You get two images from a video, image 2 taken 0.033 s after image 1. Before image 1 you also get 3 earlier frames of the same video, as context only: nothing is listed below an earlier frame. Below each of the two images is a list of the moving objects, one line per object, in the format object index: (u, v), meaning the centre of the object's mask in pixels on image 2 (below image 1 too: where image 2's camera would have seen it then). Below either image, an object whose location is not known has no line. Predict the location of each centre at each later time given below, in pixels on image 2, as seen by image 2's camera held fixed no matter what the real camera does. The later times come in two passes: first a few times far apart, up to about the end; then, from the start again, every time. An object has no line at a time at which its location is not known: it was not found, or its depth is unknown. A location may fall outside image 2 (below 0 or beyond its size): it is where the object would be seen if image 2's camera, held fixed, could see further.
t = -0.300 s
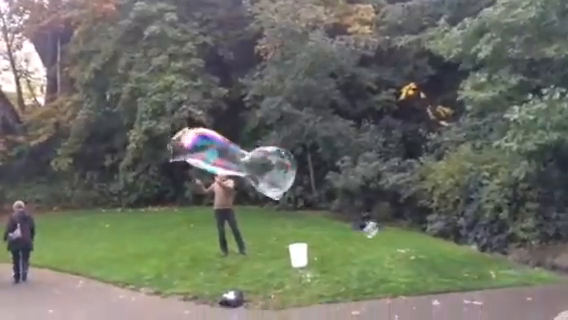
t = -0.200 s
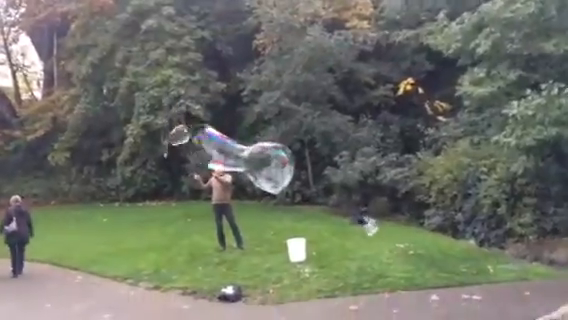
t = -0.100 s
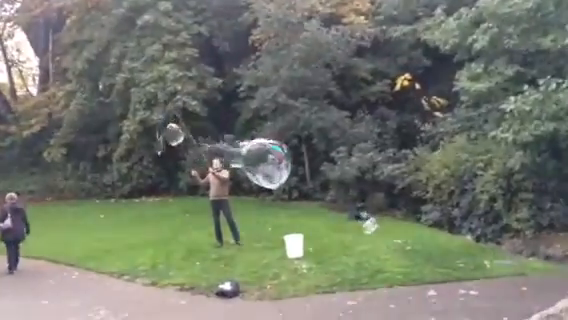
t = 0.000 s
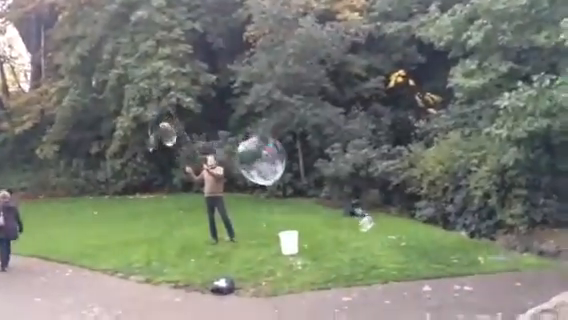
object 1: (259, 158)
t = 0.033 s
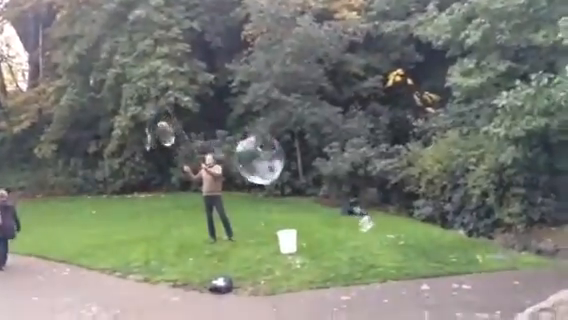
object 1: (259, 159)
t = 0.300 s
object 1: (260, 169)
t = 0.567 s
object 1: (258, 175)
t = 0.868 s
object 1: (259, 179)
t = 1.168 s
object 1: (261, 185)
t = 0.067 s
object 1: (259, 159)
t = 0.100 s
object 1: (260, 160)
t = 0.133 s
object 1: (260, 161)
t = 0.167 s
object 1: (260, 163)
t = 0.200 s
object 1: (260, 163)
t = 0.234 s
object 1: (261, 163)
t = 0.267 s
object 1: (261, 165)
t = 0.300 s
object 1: (260, 169)
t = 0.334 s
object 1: (260, 170)
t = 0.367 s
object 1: (259, 171)
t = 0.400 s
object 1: (259, 172)
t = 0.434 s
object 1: (260, 172)
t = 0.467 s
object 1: (257, 174)
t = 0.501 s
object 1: (257, 174)
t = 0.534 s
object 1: (258, 175)
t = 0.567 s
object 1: (258, 175)
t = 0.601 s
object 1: (258, 176)
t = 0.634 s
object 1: (258, 176)
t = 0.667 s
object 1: (258, 176)
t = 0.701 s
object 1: (258, 177)
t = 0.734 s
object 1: (258, 177)
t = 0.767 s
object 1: (258, 178)
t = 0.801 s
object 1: (258, 178)
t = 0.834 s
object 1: (259, 179)
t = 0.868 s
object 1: (259, 179)
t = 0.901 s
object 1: (259, 180)
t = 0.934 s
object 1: (259, 180)
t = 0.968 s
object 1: (259, 181)
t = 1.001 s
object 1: (260, 181)
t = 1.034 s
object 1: (260, 182)
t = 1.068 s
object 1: (260, 183)
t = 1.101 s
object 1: (260, 183)
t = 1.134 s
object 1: (260, 184)
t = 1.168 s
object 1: (261, 185)
